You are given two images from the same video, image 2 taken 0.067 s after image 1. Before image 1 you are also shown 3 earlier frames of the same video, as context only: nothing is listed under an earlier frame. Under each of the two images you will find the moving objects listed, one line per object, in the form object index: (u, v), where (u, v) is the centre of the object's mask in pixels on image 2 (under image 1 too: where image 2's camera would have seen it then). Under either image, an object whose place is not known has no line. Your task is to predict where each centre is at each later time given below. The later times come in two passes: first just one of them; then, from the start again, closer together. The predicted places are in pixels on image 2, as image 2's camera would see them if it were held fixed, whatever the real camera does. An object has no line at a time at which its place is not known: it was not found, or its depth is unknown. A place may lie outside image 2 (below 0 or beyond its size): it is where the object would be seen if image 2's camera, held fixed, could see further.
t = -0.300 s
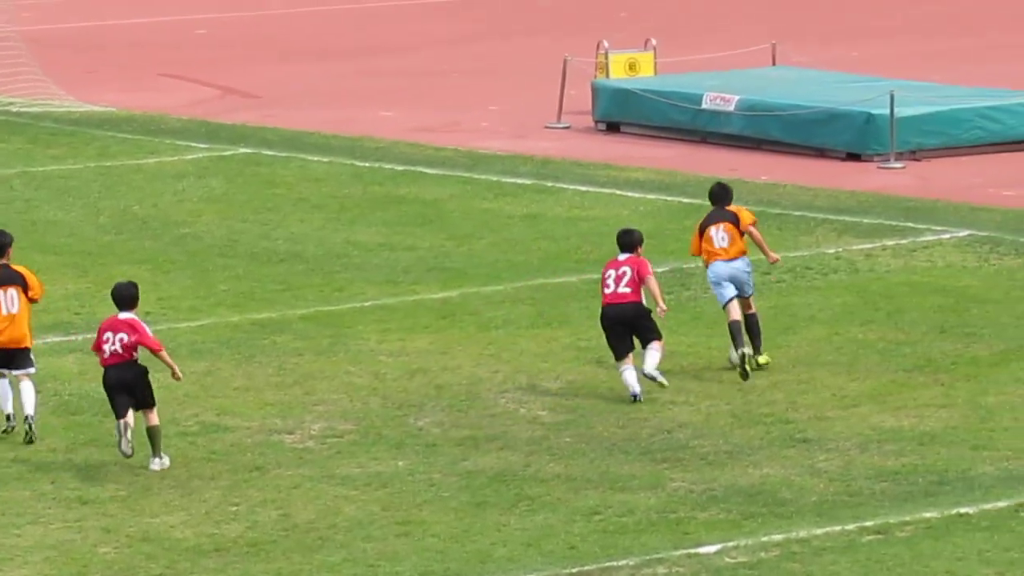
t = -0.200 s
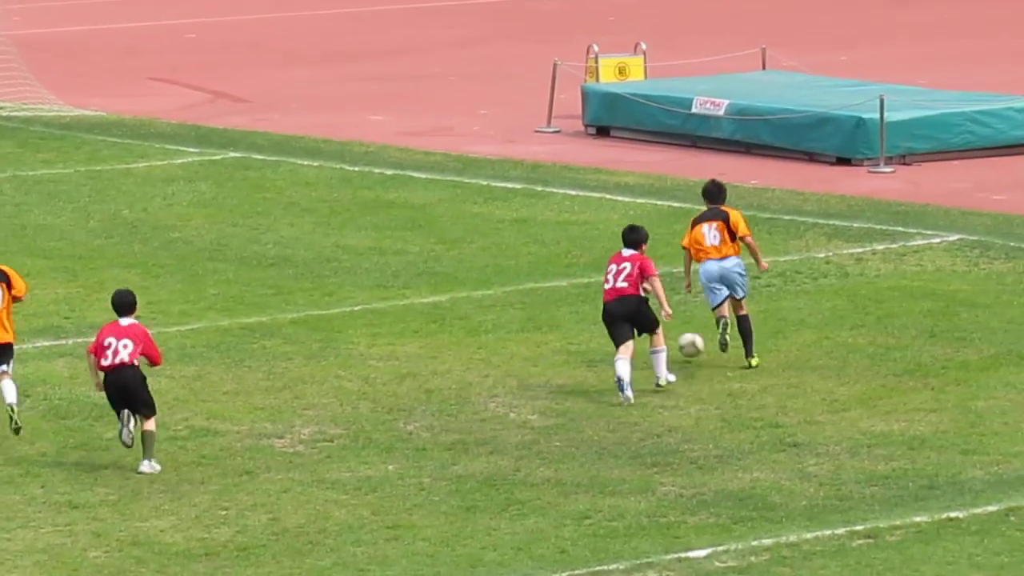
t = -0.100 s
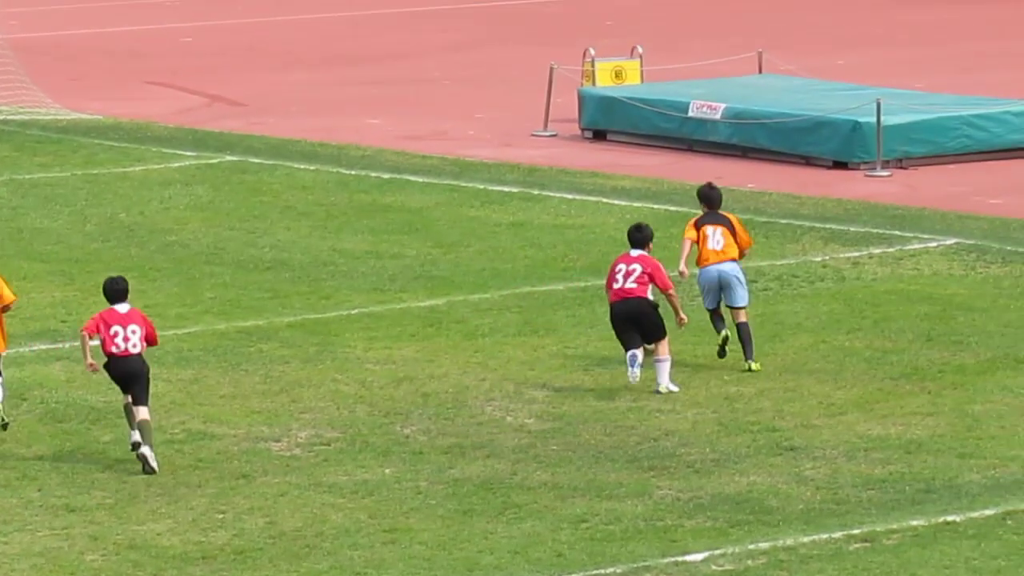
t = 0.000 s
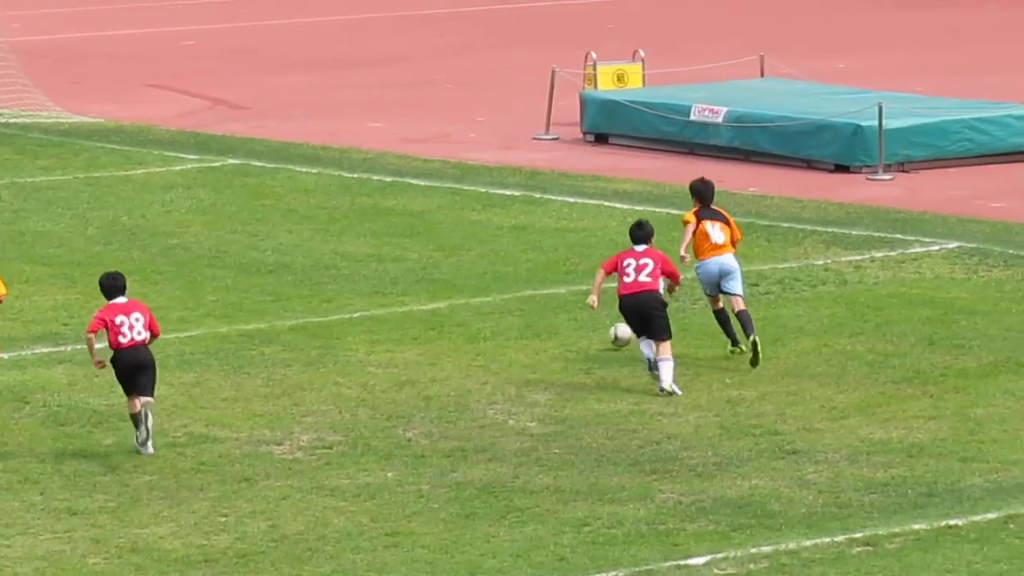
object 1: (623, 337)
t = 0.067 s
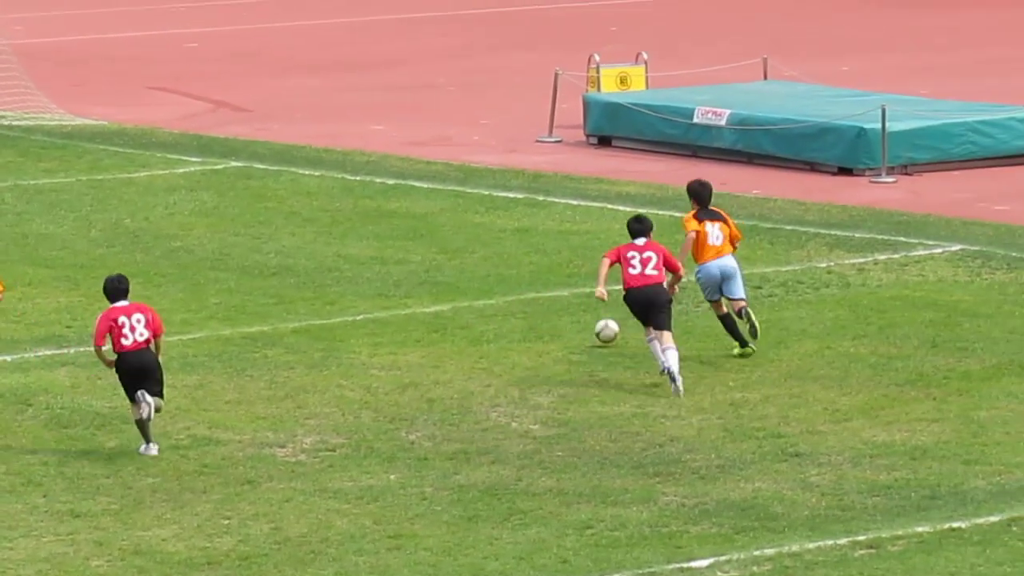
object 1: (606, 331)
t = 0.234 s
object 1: (565, 321)
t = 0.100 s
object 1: (598, 329)
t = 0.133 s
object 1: (590, 329)
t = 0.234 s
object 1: (565, 321)
